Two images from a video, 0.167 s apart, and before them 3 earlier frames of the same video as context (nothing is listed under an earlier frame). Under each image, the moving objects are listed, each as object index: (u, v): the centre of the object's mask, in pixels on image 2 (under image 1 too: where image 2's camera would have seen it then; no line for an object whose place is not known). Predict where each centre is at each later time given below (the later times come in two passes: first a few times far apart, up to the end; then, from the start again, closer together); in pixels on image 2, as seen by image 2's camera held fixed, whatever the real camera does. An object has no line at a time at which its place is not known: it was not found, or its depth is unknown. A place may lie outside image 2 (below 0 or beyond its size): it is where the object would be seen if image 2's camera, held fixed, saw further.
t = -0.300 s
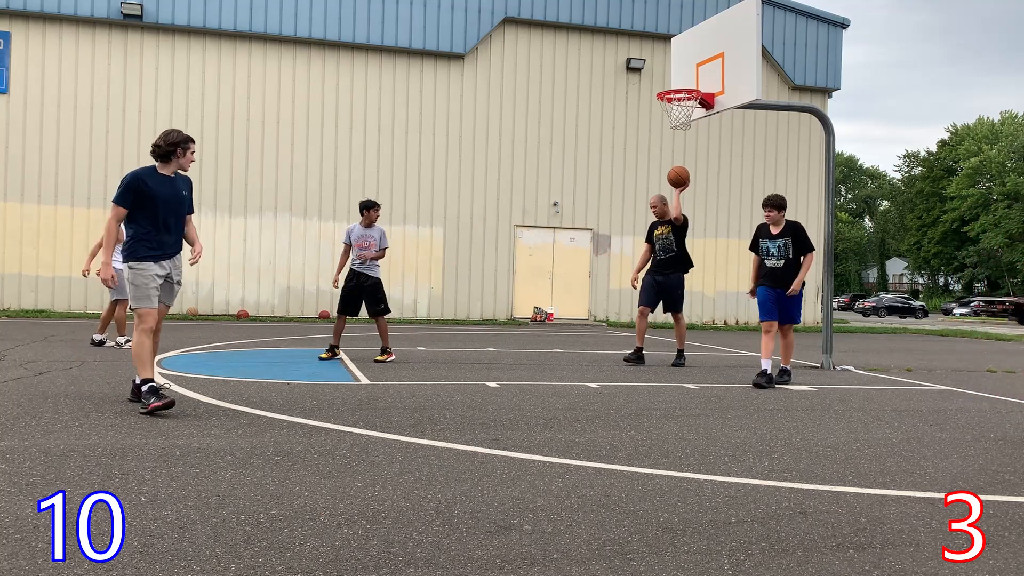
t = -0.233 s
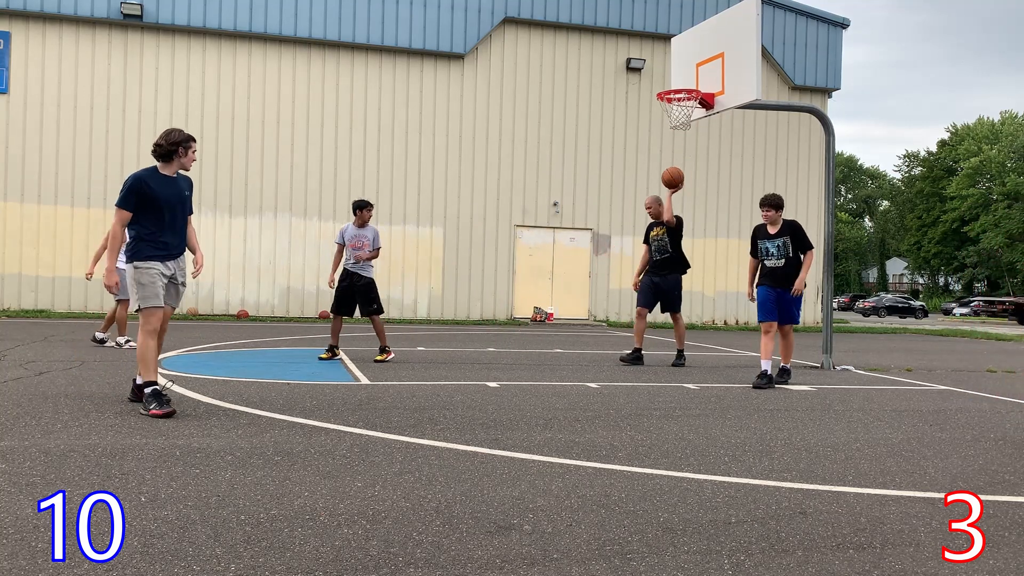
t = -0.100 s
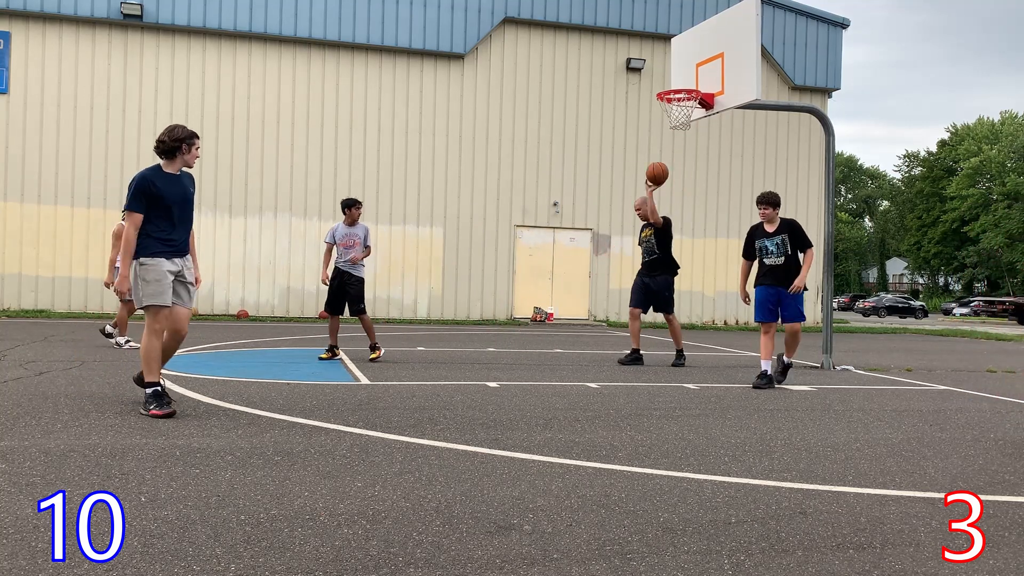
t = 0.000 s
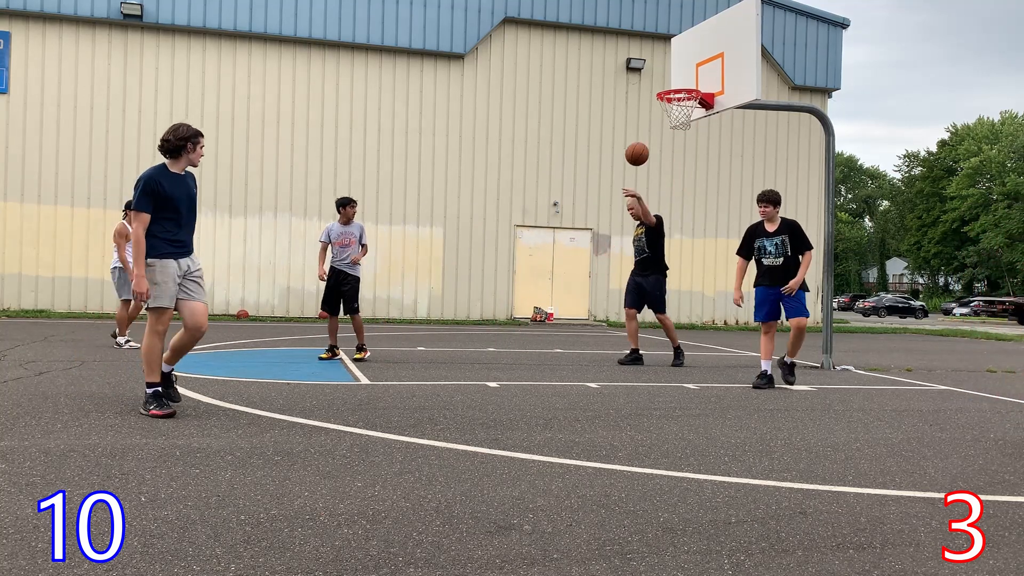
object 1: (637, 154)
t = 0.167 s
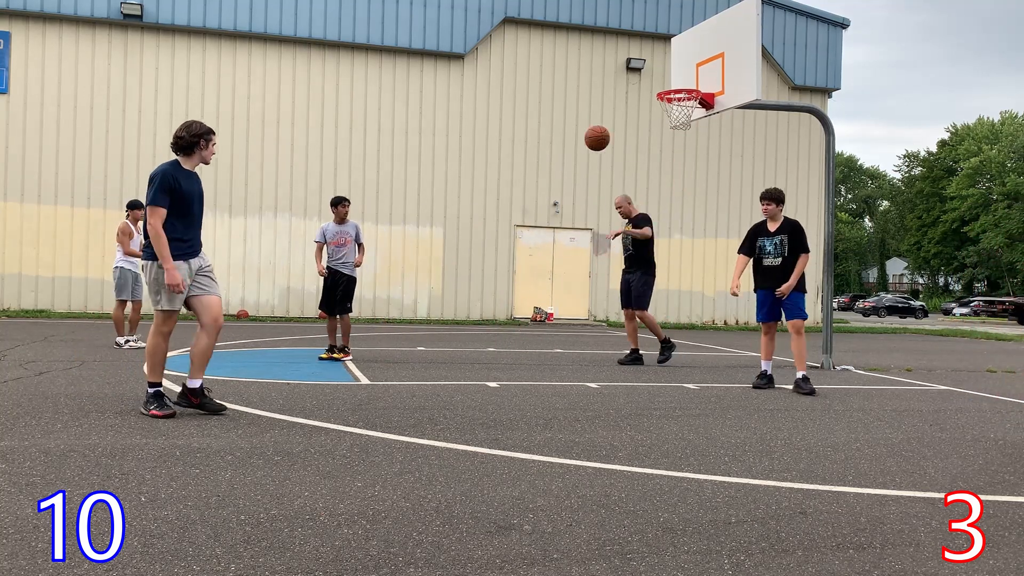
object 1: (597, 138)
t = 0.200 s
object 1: (588, 138)
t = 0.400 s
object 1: (529, 166)
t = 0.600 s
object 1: (456, 251)
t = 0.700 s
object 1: (414, 320)
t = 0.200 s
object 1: (588, 138)
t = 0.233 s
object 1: (579, 139)
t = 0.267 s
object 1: (570, 142)
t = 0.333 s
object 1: (550, 151)
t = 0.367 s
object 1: (540, 158)
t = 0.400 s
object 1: (529, 166)
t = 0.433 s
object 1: (518, 176)
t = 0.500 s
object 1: (495, 200)
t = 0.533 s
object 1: (482, 215)
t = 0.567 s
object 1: (470, 232)
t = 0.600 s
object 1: (456, 251)
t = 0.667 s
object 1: (429, 295)
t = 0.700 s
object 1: (414, 320)
